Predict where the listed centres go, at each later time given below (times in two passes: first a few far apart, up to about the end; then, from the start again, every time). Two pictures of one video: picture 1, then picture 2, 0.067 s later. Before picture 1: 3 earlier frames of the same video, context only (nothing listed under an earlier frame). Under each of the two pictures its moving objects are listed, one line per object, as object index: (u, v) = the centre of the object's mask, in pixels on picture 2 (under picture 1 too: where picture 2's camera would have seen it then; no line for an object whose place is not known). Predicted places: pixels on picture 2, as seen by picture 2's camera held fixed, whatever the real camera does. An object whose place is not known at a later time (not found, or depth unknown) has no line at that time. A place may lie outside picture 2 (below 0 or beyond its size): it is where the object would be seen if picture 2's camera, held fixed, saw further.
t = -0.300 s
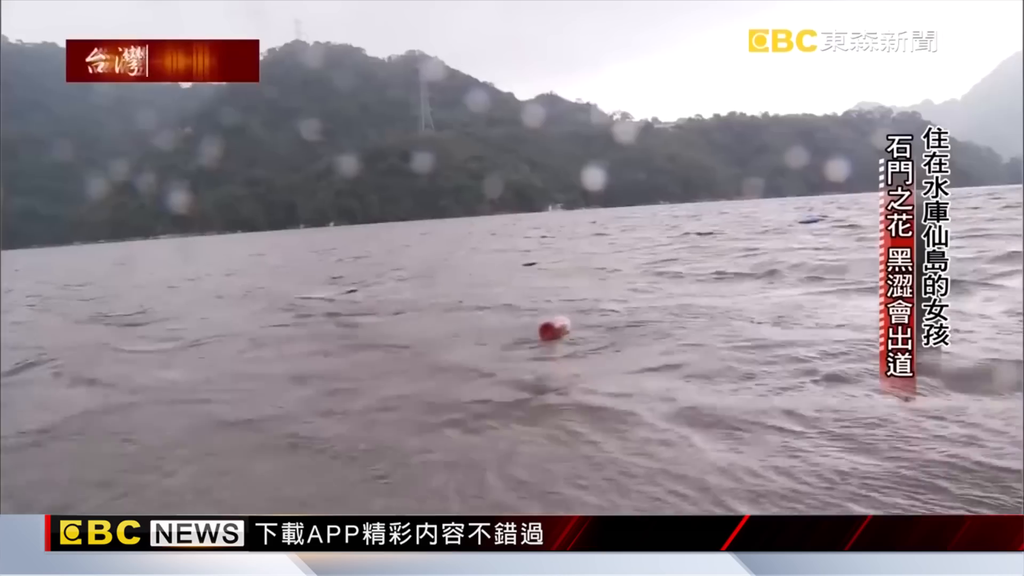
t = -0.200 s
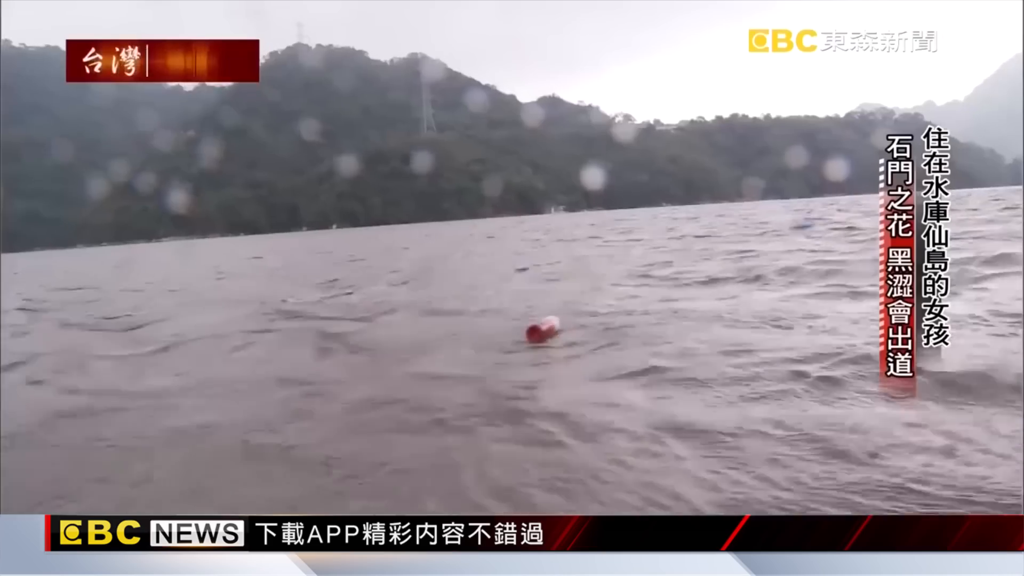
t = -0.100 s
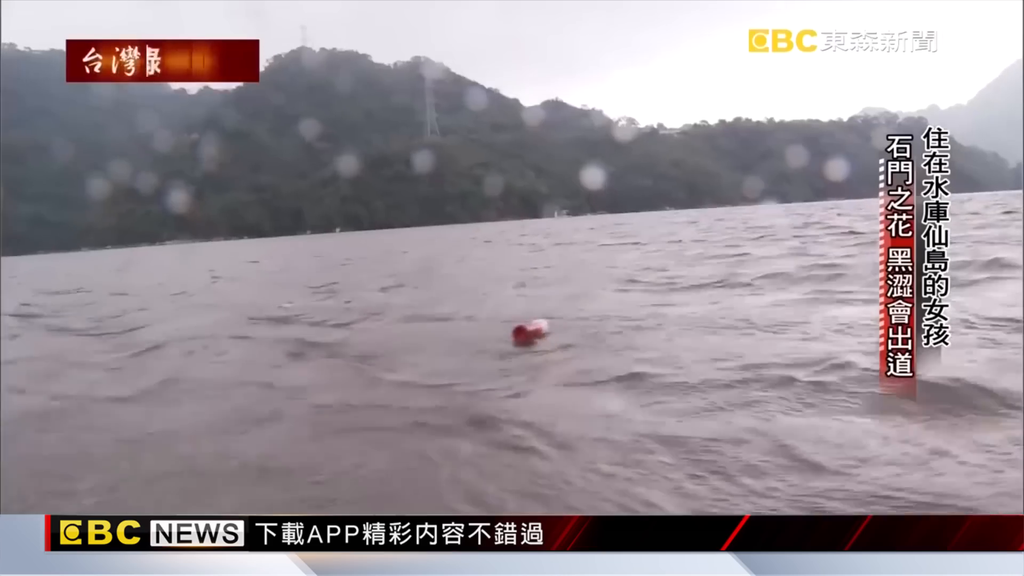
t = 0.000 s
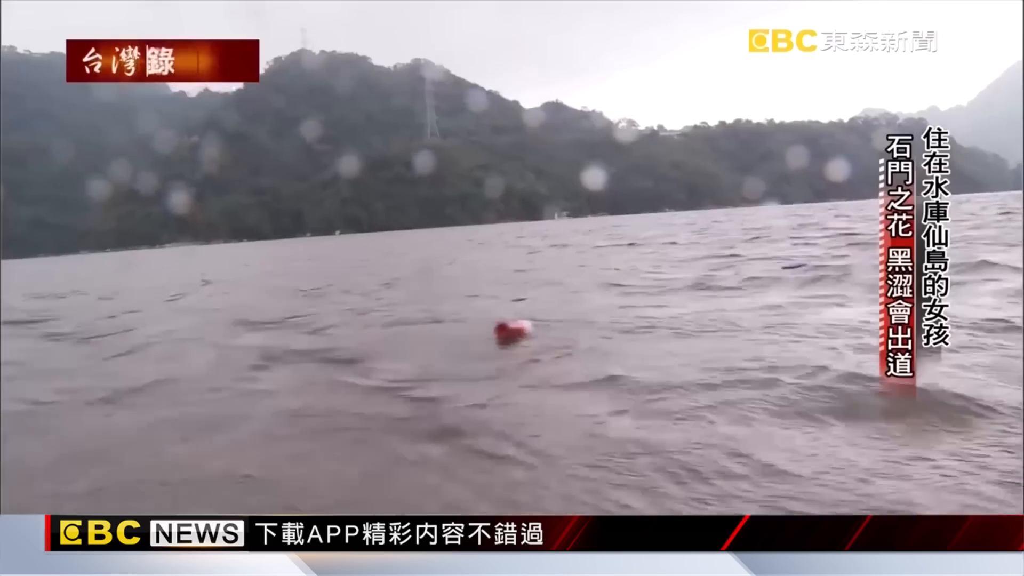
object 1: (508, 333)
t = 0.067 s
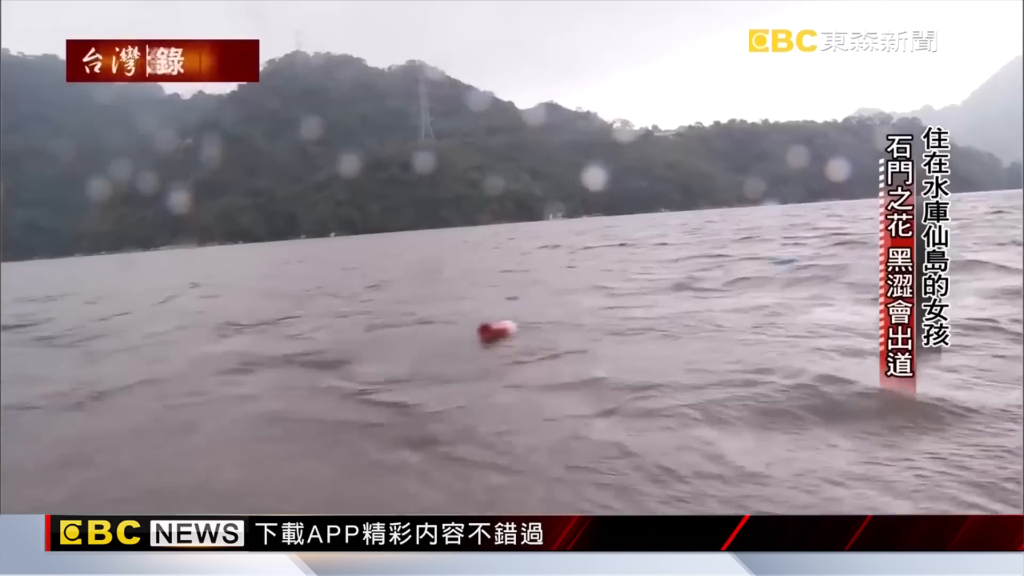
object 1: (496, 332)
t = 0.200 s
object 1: (477, 333)
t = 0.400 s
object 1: (446, 334)
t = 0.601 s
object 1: (417, 337)
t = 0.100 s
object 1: (490, 332)
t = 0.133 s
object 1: (486, 332)
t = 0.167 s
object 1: (480, 332)
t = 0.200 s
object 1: (477, 333)
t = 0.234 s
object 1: (473, 333)
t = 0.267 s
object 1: (467, 334)
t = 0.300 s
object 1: (462, 334)
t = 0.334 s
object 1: (457, 334)
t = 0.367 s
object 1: (451, 334)
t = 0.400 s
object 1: (446, 334)
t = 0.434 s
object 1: (442, 334)
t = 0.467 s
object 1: (437, 335)
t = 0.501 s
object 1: (431, 336)
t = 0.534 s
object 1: (426, 336)
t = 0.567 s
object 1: (421, 336)
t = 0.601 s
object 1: (417, 337)
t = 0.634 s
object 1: (413, 338)
